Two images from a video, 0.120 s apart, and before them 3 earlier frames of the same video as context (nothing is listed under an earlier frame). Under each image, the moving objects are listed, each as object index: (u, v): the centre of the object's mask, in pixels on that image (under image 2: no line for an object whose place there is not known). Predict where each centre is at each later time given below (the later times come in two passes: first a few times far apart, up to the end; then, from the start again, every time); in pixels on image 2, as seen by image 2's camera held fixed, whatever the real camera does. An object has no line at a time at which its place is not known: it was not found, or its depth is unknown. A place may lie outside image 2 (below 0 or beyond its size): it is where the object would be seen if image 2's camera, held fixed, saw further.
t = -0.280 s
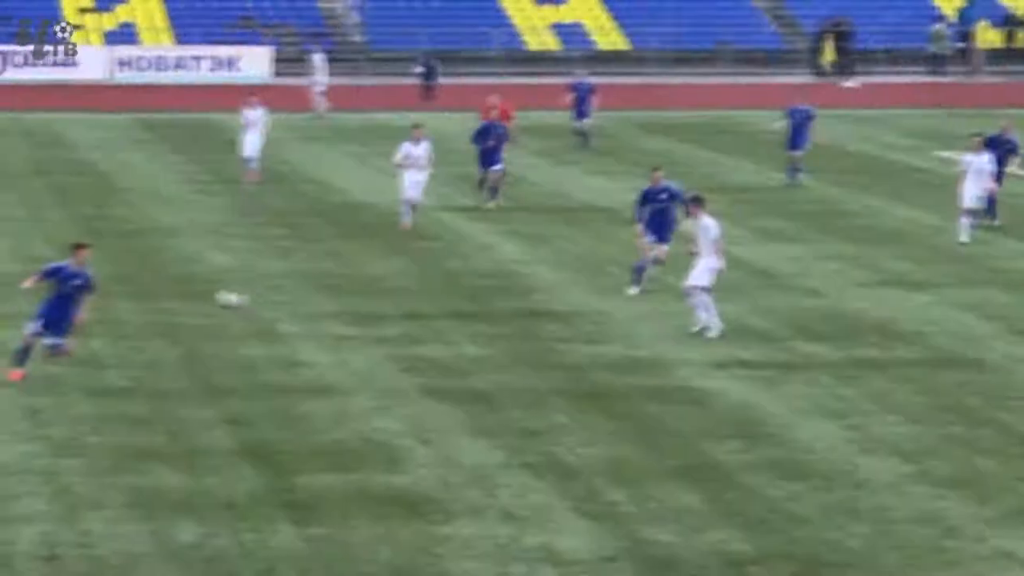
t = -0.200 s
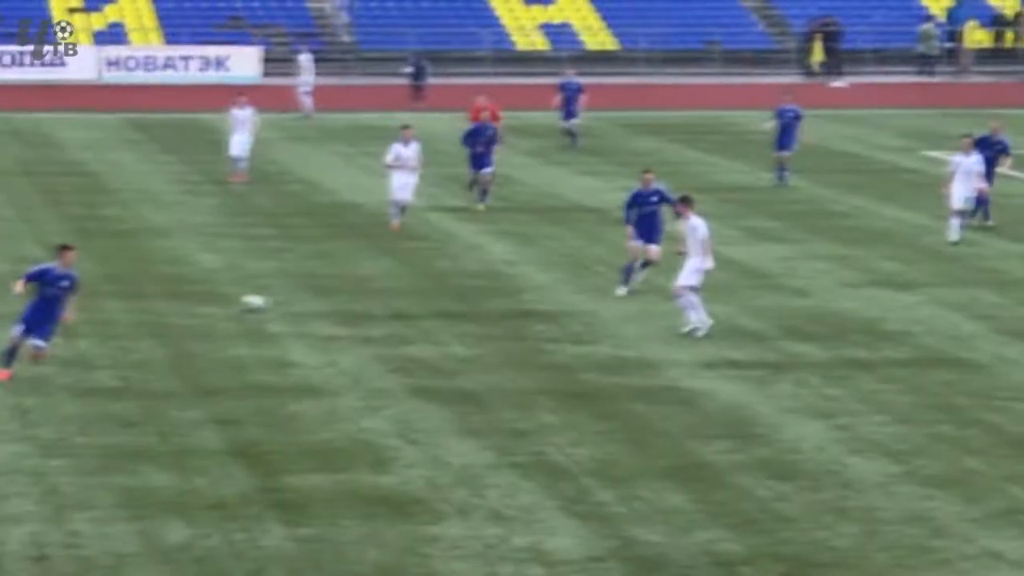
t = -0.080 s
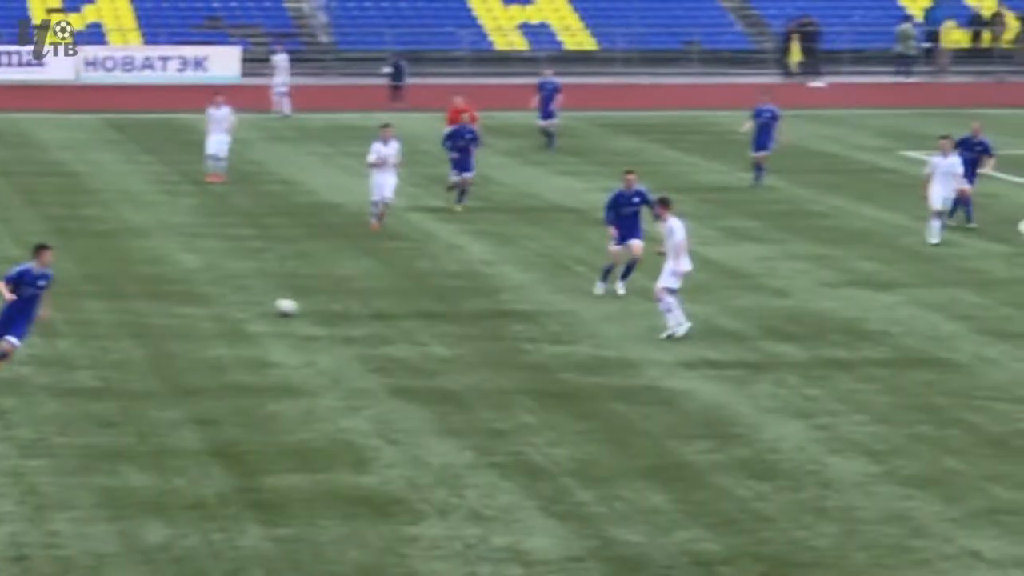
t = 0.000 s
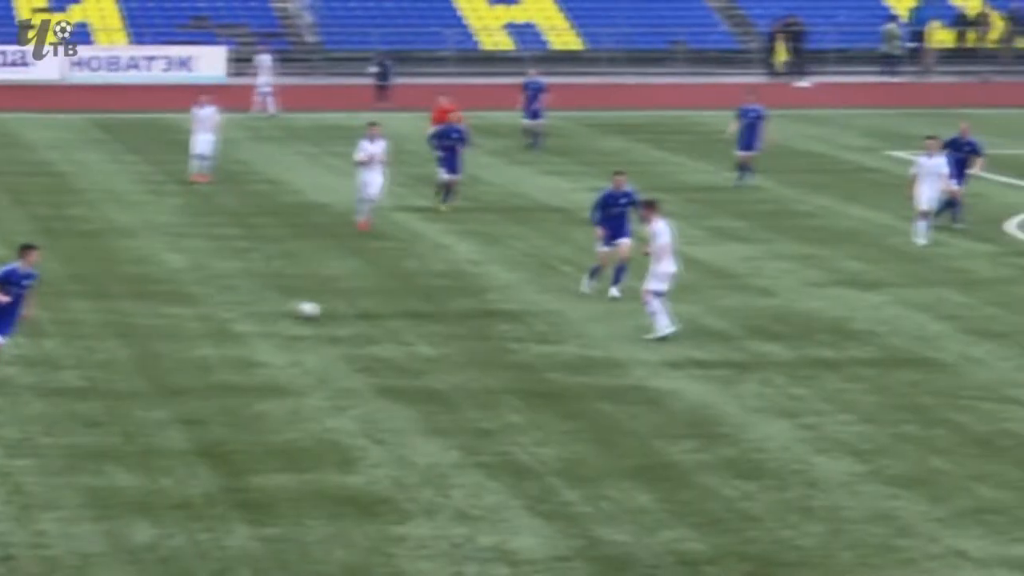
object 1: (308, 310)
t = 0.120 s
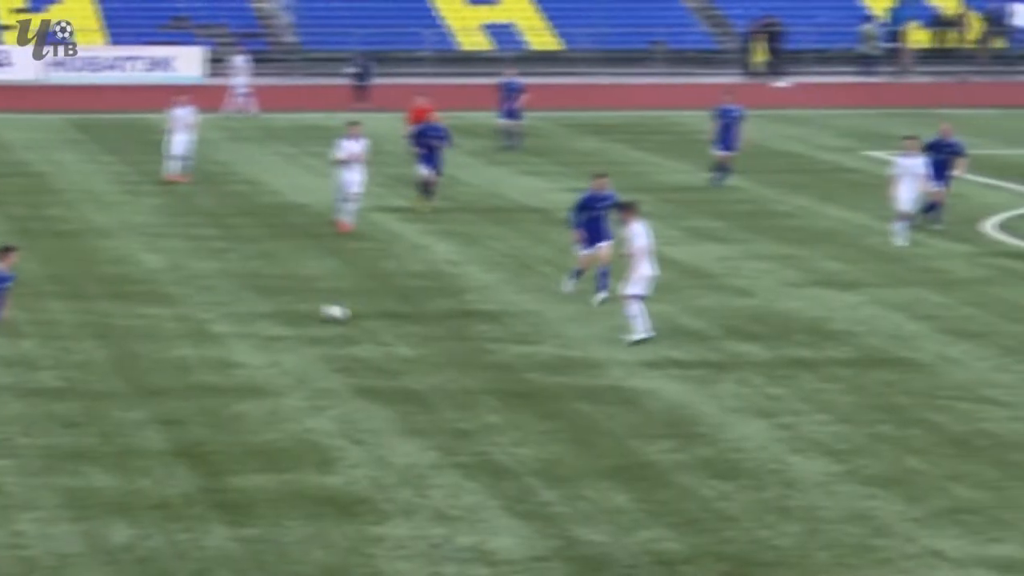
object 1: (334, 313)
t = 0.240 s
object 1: (383, 317)
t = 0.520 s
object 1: (497, 325)
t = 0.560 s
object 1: (513, 326)
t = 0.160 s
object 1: (350, 314)
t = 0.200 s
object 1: (366, 315)
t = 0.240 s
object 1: (383, 317)
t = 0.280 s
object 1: (400, 318)
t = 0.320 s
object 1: (417, 319)
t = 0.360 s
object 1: (435, 320)
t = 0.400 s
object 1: (451, 322)
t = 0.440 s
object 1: (464, 323)
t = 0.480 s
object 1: (481, 324)
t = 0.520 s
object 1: (497, 325)
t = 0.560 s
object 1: (513, 326)
